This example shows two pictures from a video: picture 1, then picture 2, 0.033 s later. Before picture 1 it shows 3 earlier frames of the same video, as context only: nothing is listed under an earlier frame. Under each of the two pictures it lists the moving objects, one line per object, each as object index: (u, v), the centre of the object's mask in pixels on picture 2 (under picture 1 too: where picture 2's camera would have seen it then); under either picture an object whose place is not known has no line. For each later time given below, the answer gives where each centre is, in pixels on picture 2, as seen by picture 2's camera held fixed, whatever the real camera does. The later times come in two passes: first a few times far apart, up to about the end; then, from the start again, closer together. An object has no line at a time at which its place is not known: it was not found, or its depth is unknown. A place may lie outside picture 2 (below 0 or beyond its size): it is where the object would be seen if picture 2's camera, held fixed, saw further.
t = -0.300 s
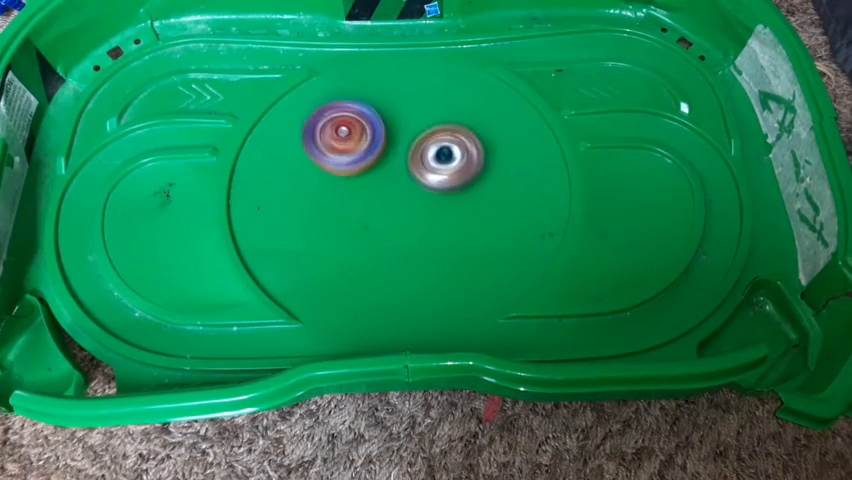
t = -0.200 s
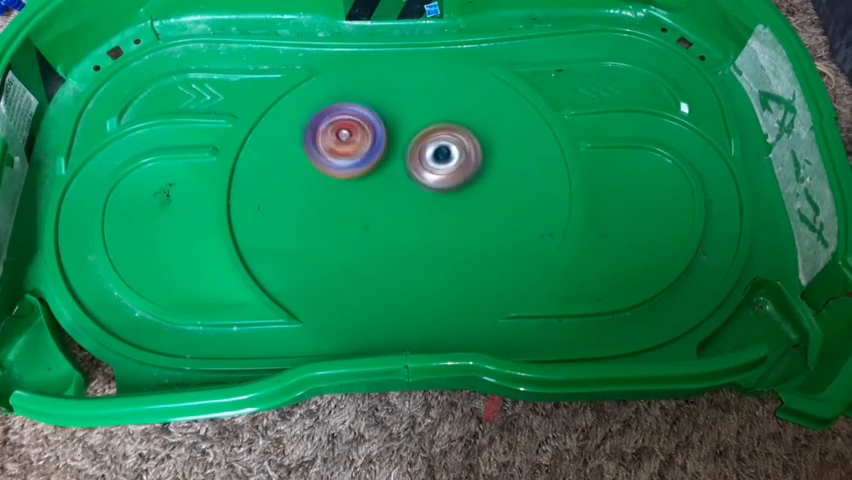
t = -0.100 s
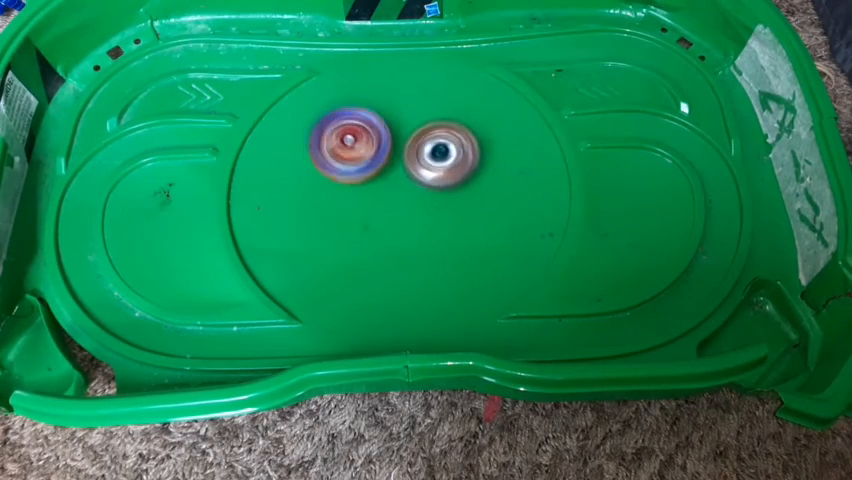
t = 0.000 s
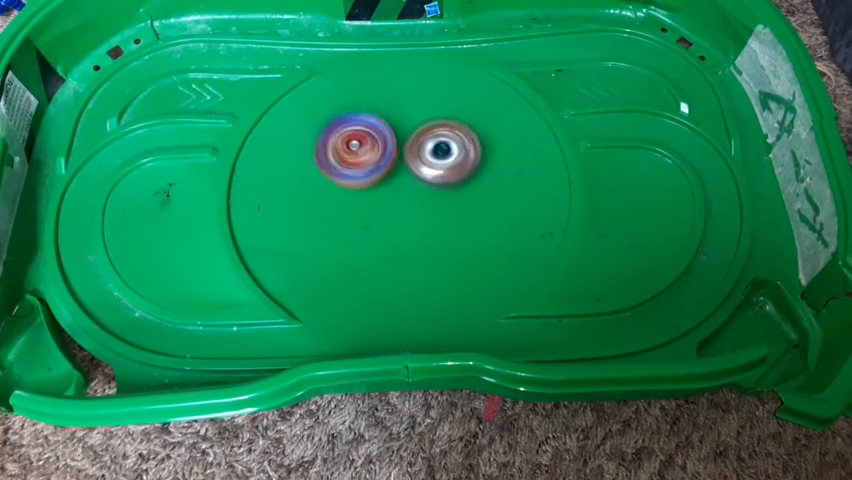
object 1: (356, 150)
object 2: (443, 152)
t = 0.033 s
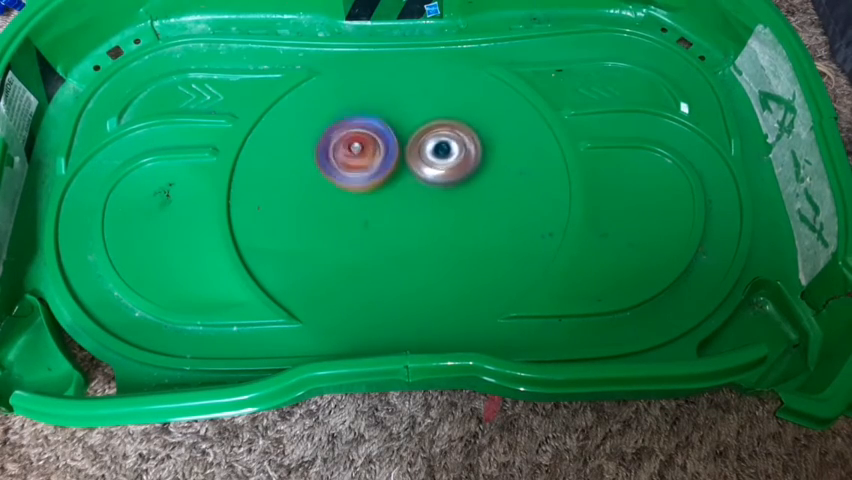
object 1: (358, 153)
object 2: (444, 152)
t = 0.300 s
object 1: (362, 168)
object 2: (447, 154)
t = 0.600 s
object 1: (355, 186)
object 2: (443, 153)
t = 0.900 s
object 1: (361, 195)
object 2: (440, 151)
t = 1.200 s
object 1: (367, 196)
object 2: (442, 153)
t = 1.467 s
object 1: (366, 195)
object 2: (446, 151)
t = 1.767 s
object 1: (366, 195)
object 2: (446, 150)
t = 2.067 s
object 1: (349, 195)
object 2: (463, 140)
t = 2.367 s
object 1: (340, 189)
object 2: (462, 140)
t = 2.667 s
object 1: (357, 174)
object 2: (448, 156)
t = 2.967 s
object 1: (347, 179)
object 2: (470, 162)
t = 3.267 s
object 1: (355, 184)
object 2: (467, 164)
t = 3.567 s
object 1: (367, 182)
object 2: (460, 177)
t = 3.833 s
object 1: (371, 177)
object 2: (458, 182)
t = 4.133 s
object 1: (356, 163)
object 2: (463, 181)
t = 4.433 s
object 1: (367, 151)
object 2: (444, 181)
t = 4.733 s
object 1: (376, 133)
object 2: (441, 197)
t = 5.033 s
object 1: (401, 138)
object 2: (441, 202)
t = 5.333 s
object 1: (406, 138)
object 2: (442, 205)
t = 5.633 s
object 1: (400, 121)
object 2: (441, 213)
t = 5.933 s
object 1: (395, 111)
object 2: (425, 211)
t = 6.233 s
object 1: (391, 130)
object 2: (404, 209)
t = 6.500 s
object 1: (384, 143)
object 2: (394, 217)
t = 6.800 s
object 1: (380, 141)
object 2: (392, 214)
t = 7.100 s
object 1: (395, 131)
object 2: (390, 211)
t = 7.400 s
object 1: (424, 110)
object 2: (389, 219)
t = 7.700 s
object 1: (432, 144)
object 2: (383, 206)
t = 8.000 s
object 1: (433, 143)
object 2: (371, 211)
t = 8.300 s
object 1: (434, 147)
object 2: (370, 203)
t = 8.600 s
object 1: (434, 146)
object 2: (362, 195)
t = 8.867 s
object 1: (434, 150)
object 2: (358, 197)
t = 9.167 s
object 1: (431, 151)
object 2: (359, 193)
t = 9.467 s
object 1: (438, 153)
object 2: (339, 193)
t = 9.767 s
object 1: (431, 160)
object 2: (347, 179)
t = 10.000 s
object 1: (446, 158)
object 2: (343, 170)
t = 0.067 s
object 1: (358, 156)
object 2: (444, 152)
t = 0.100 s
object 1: (360, 158)
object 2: (446, 152)
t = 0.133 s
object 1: (361, 161)
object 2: (446, 151)
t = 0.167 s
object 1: (361, 162)
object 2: (447, 151)
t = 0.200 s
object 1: (362, 164)
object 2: (447, 152)
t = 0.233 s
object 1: (362, 166)
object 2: (448, 152)
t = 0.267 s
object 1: (362, 167)
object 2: (447, 153)
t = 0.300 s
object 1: (362, 168)
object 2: (447, 154)
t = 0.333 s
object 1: (361, 171)
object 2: (448, 153)
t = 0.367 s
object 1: (359, 172)
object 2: (447, 154)
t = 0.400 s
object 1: (359, 174)
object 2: (447, 155)
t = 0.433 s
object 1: (357, 176)
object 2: (447, 154)
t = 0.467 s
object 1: (356, 178)
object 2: (445, 155)
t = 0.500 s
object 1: (356, 180)
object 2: (444, 155)
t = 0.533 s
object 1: (355, 182)
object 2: (444, 154)
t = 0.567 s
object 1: (356, 184)
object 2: (442, 153)
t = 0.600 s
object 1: (355, 186)
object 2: (443, 153)
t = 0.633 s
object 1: (355, 187)
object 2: (442, 152)
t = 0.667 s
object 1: (357, 188)
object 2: (441, 152)
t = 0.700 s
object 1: (357, 189)
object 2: (440, 153)
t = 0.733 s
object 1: (357, 190)
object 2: (440, 152)
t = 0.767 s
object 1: (359, 191)
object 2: (438, 152)
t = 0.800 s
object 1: (360, 191)
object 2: (437, 154)
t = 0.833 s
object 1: (361, 191)
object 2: (438, 153)
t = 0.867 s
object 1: (361, 193)
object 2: (439, 152)
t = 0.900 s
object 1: (361, 195)
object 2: (440, 151)
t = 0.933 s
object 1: (360, 195)
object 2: (440, 151)
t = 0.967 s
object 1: (361, 197)
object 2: (440, 152)
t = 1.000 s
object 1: (362, 197)
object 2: (441, 152)
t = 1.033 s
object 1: (361, 197)
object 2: (441, 151)
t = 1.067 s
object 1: (363, 197)
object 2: (441, 152)
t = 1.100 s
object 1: (364, 197)
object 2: (442, 152)
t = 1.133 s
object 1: (364, 197)
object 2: (441, 152)
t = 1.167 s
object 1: (365, 197)
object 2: (441, 152)
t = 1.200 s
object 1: (367, 196)
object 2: (442, 153)
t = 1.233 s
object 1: (368, 195)
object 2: (442, 152)
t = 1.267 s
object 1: (368, 195)
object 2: (441, 152)
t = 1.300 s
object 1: (368, 193)
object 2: (443, 153)
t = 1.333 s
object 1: (369, 194)
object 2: (444, 152)
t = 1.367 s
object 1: (369, 193)
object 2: (443, 152)
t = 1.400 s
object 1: (367, 194)
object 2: (446, 150)
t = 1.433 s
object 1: (366, 195)
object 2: (446, 150)
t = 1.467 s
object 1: (366, 195)
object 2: (446, 151)
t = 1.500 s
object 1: (365, 196)
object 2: (447, 151)
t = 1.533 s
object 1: (364, 197)
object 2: (447, 150)
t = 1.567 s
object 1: (364, 197)
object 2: (445, 151)
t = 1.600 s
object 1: (364, 197)
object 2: (445, 151)
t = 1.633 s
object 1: (364, 197)
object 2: (446, 150)
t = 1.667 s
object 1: (364, 196)
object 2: (446, 149)
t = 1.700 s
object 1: (365, 196)
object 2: (445, 149)
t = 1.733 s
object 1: (365, 196)
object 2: (445, 150)
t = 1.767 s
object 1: (366, 195)
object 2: (446, 150)
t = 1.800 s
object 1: (367, 194)
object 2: (444, 149)
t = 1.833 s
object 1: (368, 192)
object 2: (443, 150)
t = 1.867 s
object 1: (368, 191)
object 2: (444, 150)
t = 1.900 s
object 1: (369, 190)
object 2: (444, 150)
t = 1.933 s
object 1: (367, 189)
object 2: (445, 148)
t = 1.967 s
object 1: (359, 191)
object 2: (453, 143)
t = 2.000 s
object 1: (356, 194)
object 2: (458, 141)
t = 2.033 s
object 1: (352, 195)
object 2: (461, 140)
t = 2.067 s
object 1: (349, 195)
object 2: (463, 140)
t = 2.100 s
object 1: (346, 196)
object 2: (463, 139)
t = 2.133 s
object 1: (344, 196)
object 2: (464, 139)
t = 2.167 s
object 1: (343, 196)
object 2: (465, 139)
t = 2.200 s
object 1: (341, 195)
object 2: (465, 139)
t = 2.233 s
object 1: (341, 194)
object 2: (465, 140)
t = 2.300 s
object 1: (341, 192)
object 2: (464, 139)
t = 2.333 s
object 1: (341, 191)
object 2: (463, 139)
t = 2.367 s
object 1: (340, 189)
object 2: (462, 140)
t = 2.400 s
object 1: (339, 187)
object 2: (461, 141)
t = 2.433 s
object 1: (340, 186)
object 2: (460, 142)
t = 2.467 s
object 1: (341, 184)
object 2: (458, 143)
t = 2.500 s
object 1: (342, 182)
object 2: (456, 145)
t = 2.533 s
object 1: (345, 180)
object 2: (455, 147)
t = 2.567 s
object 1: (347, 178)
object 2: (452, 150)
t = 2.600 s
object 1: (350, 177)
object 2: (451, 153)
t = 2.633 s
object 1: (353, 175)
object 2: (450, 154)
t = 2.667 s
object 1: (357, 174)
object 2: (448, 156)
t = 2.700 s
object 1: (361, 172)
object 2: (447, 159)
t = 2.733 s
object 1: (362, 171)
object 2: (446, 160)
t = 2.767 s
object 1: (358, 171)
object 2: (453, 159)
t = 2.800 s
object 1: (354, 172)
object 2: (459, 158)
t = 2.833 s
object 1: (352, 174)
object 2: (463, 159)
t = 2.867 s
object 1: (351, 175)
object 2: (466, 160)
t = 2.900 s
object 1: (349, 177)
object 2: (468, 161)
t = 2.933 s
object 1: (348, 178)
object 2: (468, 161)
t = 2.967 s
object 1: (347, 179)
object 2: (470, 162)
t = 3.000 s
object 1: (347, 180)
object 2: (470, 162)
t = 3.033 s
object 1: (347, 181)
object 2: (471, 162)
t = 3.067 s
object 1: (347, 182)
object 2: (471, 162)
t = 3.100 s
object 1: (348, 183)
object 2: (471, 162)
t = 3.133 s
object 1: (349, 183)
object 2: (471, 163)
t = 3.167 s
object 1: (350, 183)
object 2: (471, 163)
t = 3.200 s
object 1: (352, 184)
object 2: (470, 163)
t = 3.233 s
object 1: (353, 184)
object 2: (468, 163)
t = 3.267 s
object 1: (355, 184)
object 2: (467, 164)
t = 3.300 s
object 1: (357, 184)
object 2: (465, 165)
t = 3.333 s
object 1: (360, 184)
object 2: (464, 166)
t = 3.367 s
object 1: (362, 184)
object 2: (461, 168)
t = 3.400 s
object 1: (364, 184)
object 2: (459, 168)
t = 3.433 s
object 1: (366, 184)
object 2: (456, 171)
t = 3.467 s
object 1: (368, 183)
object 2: (454, 173)
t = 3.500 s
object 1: (367, 182)
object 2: (457, 174)
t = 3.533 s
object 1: (367, 182)
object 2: (460, 176)
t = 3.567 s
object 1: (367, 182)
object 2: (460, 177)
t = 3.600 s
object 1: (367, 181)
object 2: (460, 178)
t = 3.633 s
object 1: (367, 181)
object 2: (460, 179)
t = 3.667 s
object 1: (367, 181)
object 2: (460, 180)
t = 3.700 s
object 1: (367, 179)
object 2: (459, 180)
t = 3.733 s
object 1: (369, 179)
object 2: (459, 180)
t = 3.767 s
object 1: (369, 178)
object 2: (458, 181)
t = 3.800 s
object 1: (370, 177)
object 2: (457, 181)
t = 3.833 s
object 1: (371, 177)
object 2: (458, 182)
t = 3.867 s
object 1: (372, 176)
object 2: (458, 181)
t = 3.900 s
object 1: (368, 174)
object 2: (461, 181)
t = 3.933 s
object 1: (363, 171)
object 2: (464, 181)
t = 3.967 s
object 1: (361, 169)
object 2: (463, 181)
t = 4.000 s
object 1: (360, 168)
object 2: (464, 182)
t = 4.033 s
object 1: (358, 166)
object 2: (465, 181)
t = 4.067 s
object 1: (357, 165)
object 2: (465, 181)
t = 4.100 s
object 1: (356, 164)
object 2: (463, 180)
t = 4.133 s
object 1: (356, 163)
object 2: (463, 181)
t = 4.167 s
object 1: (355, 162)
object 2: (462, 181)
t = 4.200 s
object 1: (356, 161)
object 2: (461, 180)
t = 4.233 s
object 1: (356, 159)
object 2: (459, 180)
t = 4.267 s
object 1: (358, 158)
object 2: (456, 180)
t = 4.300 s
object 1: (359, 157)
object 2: (455, 180)
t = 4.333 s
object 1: (361, 156)
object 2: (451, 179)
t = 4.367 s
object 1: (363, 154)
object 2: (448, 180)
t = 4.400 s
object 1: (366, 154)
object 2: (445, 181)
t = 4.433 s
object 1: (367, 151)
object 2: (444, 181)
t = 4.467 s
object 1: (367, 147)
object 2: (445, 183)
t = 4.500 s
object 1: (368, 145)
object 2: (444, 185)
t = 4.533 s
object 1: (368, 143)
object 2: (441, 187)
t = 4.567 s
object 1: (368, 141)
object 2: (441, 190)
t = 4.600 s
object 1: (369, 139)
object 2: (442, 191)
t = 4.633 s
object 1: (370, 137)
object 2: (440, 192)
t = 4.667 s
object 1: (372, 135)
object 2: (439, 195)
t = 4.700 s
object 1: (374, 133)
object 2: (441, 196)
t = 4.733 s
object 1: (376, 133)
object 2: (441, 197)
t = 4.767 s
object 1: (378, 132)
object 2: (439, 197)
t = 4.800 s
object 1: (381, 132)
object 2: (439, 199)
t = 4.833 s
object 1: (383, 132)
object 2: (441, 200)
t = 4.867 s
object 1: (387, 133)
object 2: (441, 199)
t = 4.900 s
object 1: (390, 134)
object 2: (439, 200)
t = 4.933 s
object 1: (393, 136)
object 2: (439, 201)
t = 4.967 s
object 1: (396, 137)
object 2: (441, 203)
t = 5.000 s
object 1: (399, 138)
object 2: (442, 201)
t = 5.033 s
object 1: (401, 138)
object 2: (441, 202)
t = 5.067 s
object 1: (403, 137)
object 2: (443, 204)
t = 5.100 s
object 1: (405, 139)
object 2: (444, 204)
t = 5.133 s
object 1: (405, 138)
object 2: (444, 204)
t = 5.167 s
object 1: (406, 138)
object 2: (444, 205)
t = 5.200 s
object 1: (406, 138)
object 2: (445, 205)
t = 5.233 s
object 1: (405, 138)
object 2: (444, 205)
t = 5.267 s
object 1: (405, 137)
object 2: (443, 205)
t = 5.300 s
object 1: (407, 138)
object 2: (443, 205)
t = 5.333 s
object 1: (406, 138)
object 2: (442, 205)
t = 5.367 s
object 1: (406, 138)
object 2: (443, 204)
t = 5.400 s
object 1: (406, 138)
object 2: (441, 203)
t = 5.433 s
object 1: (407, 137)
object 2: (443, 207)
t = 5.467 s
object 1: (406, 133)
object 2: (445, 210)
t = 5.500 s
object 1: (406, 132)
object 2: (445, 209)
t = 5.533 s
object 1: (403, 129)
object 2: (442, 209)
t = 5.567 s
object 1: (402, 126)
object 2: (440, 212)
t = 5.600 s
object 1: (402, 124)
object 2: (441, 214)
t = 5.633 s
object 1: (400, 121)
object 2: (441, 213)
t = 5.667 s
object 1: (400, 119)
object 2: (438, 211)
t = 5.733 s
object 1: (399, 117)
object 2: (435, 212)
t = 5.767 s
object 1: (398, 115)
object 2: (434, 215)
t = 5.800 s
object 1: (397, 114)
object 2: (434, 213)
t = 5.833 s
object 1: (397, 112)
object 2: (432, 211)
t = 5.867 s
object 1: (396, 112)
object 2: (428, 211)
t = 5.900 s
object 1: (395, 111)
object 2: (426, 213)
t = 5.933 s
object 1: (395, 111)
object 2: (425, 211)
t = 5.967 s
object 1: (395, 111)
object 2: (422, 210)
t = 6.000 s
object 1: (394, 113)
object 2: (419, 209)
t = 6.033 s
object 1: (393, 115)
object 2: (416, 211)
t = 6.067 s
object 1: (393, 117)
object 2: (416, 210)
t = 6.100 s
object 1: (392, 120)
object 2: (413, 208)
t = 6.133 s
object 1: (391, 123)
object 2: (410, 208)
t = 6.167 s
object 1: (391, 125)
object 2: (407, 210)
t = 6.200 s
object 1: (391, 127)
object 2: (407, 210)
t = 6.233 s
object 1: (391, 130)
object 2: (404, 209)
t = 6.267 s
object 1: (390, 133)
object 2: (401, 210)
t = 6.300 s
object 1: (390, 136)
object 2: (399, 211)
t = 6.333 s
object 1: (389, 138)
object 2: (399, 213)
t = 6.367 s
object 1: (389, 140)
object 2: (398, 213)
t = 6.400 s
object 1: (389, 141)
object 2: (397, 215)
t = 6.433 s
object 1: (389, 142)
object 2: (396, 216)
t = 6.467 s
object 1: (386, 144)
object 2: (396, 216)
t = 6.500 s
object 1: (384, 143)
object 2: (394, 217)
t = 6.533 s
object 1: (385, 144)
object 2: (394, 218)
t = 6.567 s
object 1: (382, 144)
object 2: (394, 218)
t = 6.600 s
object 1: (382, 143)
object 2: (394, 218)
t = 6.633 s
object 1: (381, 143)
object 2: (393, 217)
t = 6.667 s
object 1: (381, 143)
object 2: (392, 217)
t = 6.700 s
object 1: (380, 143)
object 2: (393, 217)
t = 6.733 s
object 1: (378, 143)
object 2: (393, 216)
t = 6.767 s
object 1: (379, 142)
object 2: (393, 214)
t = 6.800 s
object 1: (380, 141)
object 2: (392, 214)
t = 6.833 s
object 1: (380, 139)
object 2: (393, 214)
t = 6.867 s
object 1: (380, 139)
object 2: (395, 213)
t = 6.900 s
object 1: (381, 139)
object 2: (394, 210)
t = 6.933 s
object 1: (382, 137)
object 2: (391, 209)
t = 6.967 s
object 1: (385, 136)
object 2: (390, 209)
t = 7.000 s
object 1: (386, 135)
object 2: (391, 209)
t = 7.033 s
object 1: (388, 134)
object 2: (392, 208)
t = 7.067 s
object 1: (391, 134)
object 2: (391, 207)
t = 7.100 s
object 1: (395, 131)
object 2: (390, 211)
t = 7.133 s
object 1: (400, 126)
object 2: (391, 216)
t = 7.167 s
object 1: (404, 118)
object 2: (390, 221)
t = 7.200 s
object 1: (407, 115)
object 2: (390, 221)
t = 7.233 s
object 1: (411, 111)
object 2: (390, 221)
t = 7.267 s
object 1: (414, 109)
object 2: (388, 221)
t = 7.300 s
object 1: (416, 109)
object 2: (388, 222)
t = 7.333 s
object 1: (419, 109)
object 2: (389, 221)
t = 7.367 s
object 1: (421, 109)
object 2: (388, 220)
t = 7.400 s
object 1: (424, 110)
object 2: (389, 219)
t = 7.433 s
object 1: (425, 113)
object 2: (390, 217)
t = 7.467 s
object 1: (426, 116)
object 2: (390, 215)
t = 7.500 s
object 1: (428, 119)
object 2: (390, 212)
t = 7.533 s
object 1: (430, 124)
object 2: (390, 210)
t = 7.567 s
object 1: (429, 130)
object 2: (389, 207)
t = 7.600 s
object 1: (429, 135)
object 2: (388, 204)
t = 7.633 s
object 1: (431, 139)
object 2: (387, 203)
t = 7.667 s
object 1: (434, 141)
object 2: (384, 206)
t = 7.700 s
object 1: (432, 144)
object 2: (383, 206)
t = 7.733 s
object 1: (431, 146)
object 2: (381, 207)
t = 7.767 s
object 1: (434, 143)
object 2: (378, 210)
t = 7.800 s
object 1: (433, 142)
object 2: (376, 211)
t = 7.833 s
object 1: (432, 142)
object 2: (375, 211)
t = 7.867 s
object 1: (433, 142)
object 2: (373, 211)
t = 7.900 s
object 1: (434, 141)
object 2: (373, 212)
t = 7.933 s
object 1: (434, 141)
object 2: (373, 211)
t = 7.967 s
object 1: (433, 143)
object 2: (372, 211)
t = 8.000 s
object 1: (433, 143)
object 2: (371, 211)
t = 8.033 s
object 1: (434, 143)
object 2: (371, 210)
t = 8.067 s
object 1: (432, 144)
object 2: (371, 210)
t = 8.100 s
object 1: (431, 146)
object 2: (372, 209)
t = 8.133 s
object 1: (431, 146)
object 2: (371, 207)
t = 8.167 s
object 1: (431, 147)
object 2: (371, 206)
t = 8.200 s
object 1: (429, 149)
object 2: (371, 204)
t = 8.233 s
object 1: (430, 147)
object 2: (370, 206)
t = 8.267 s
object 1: (434, 147)
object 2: (370, 205)
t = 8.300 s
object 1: (434, 147)
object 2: (370, 203)
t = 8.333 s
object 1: (432, 146)
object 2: (371, 201)
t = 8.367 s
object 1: (432, 146)
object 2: (369, 200)
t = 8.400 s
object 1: (434, 146)
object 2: (365, 200)
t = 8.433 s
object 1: (434, 145)
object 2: (364, 201)
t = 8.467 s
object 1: (433, 145)
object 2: (365, 201)
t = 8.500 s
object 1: (433, 145)
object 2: (366, 200)
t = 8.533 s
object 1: (434, 145)
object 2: (367, 197)
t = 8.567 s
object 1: (435, 145)
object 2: (366, 195)
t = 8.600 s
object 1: (434, 146)
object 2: (362, 195)
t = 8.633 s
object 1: (433, 147)
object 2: (360, 194)
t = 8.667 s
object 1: (434, 147)
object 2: (359, 195)
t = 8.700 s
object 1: (433, 147)
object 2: (360, 196)
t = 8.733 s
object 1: (432, 148)
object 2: (362, 195)
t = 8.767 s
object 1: (432, 149)
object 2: (363, 193)
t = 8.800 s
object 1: (433, 148)
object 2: (360, 193)
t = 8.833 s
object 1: (435, 148)
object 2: (357, 195)
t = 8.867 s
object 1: (434, 150)
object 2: (358, 197)
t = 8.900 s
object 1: (433, 150)
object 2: (359, 197)
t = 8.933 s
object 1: (432, 148)
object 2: (360, 196)
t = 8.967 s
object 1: (434, 148)
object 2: (359, 194)
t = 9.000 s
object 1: (434, 150)
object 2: (357, 194)
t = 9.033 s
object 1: (431, 151)
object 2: (356, 194)
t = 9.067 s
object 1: (430, 149)
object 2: (356, 194)
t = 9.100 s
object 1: (430, 150)
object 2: (357, 194)
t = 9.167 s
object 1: (431, 151)
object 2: (359, 193)
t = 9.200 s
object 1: (435, 150)
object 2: (354, 195)
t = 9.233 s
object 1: (436, 150)
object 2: (351, 197)
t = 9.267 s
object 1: (436, 152)
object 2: (351, 198)
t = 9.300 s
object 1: (436, 150)
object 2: (351, 196)
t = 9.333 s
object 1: (438, 149)
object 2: (349, 194)
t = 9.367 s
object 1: (439, 150)
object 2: (346, 193)
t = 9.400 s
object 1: (440, 152)
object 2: (344, 193)
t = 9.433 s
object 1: (439, 152)
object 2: (342, 193)
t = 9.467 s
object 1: (438, 153)
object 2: (339, 193)
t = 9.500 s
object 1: (440, 154)
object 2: (339, 193)
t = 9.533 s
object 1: (440, 155)
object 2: (340, 193)
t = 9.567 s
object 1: (438, 157)
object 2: (342, 191)
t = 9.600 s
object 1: (437, 158)
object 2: (343, 189)
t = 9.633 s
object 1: (437, 158)
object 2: (344, 187)
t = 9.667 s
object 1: (436, 159)
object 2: (343, 185)
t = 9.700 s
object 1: (434, 161)
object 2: (341, 183)
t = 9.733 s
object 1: (433, 161)
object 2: (344, 181)
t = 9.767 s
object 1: (431, 160)
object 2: (347, 179)
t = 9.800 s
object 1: (437, 160)
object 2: (343, 178)
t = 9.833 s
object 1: (441, 159)
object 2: (340, 179)
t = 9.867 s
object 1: (441, 160)
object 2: (340, 178)
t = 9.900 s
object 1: (441, 160)
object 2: (341, 176)
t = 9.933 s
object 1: (442, 159)
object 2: (343, 174)
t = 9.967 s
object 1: (442, 159)
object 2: (344, 172)
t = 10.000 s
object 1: (446, 158)
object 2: (343, 170)
